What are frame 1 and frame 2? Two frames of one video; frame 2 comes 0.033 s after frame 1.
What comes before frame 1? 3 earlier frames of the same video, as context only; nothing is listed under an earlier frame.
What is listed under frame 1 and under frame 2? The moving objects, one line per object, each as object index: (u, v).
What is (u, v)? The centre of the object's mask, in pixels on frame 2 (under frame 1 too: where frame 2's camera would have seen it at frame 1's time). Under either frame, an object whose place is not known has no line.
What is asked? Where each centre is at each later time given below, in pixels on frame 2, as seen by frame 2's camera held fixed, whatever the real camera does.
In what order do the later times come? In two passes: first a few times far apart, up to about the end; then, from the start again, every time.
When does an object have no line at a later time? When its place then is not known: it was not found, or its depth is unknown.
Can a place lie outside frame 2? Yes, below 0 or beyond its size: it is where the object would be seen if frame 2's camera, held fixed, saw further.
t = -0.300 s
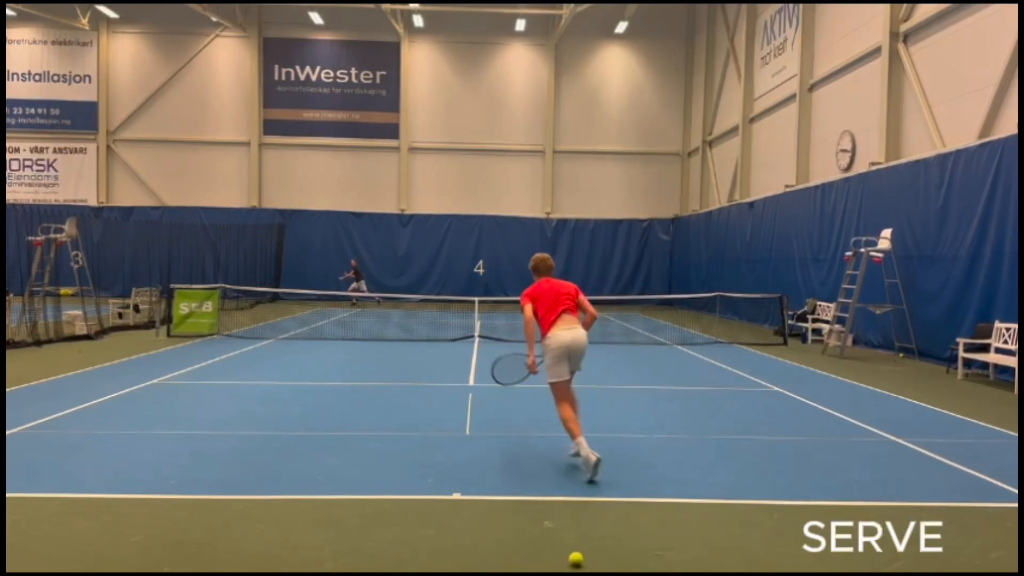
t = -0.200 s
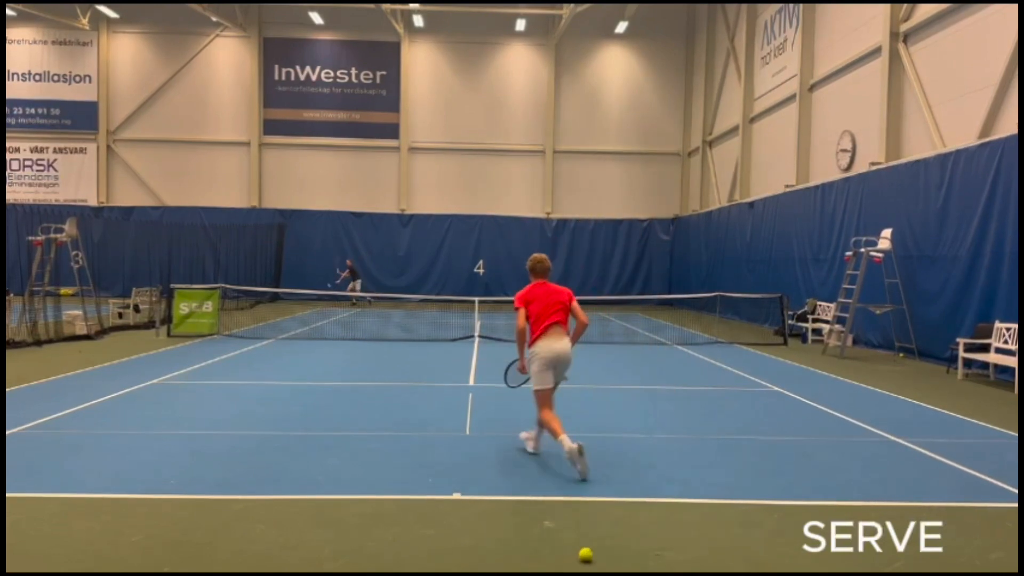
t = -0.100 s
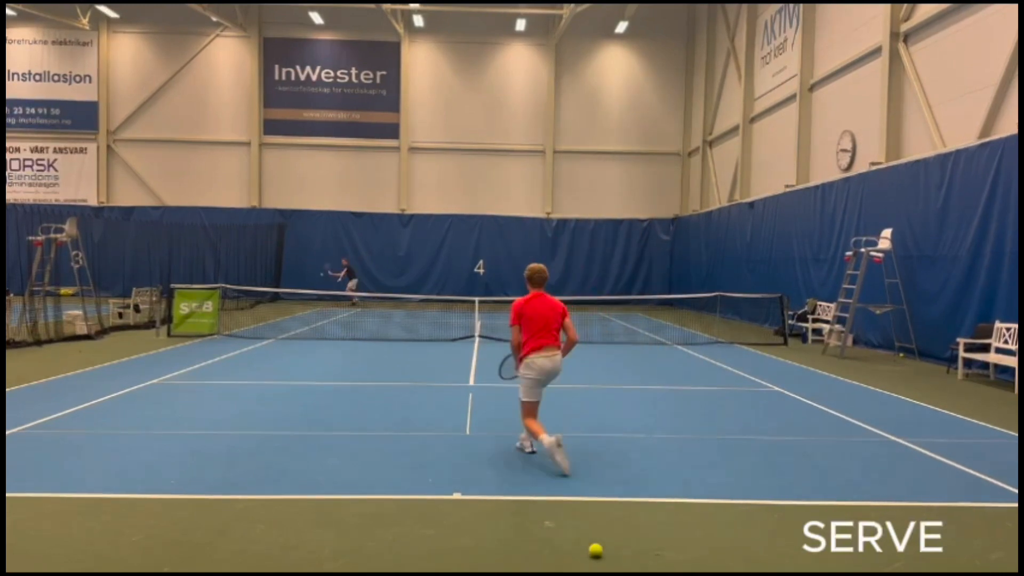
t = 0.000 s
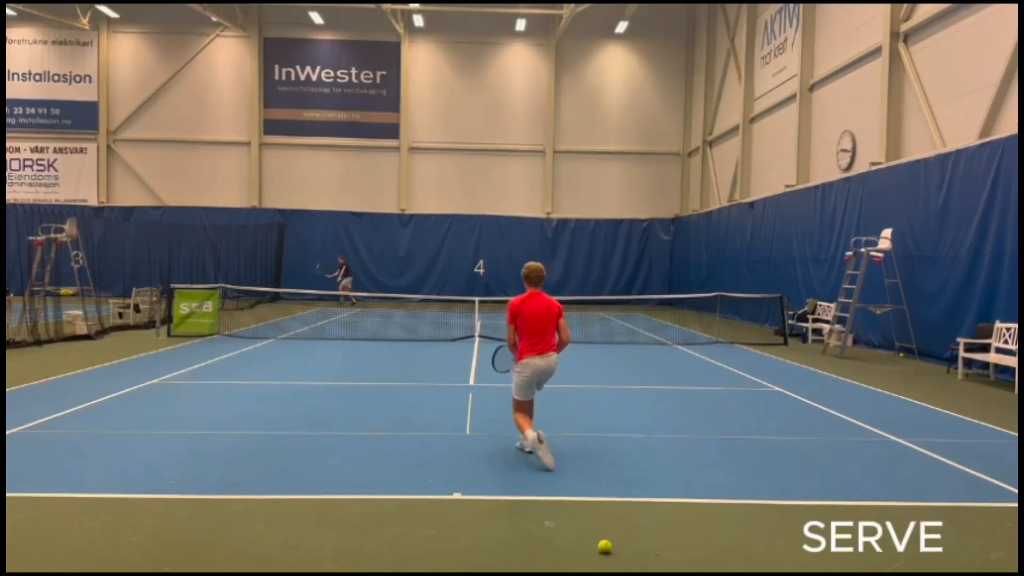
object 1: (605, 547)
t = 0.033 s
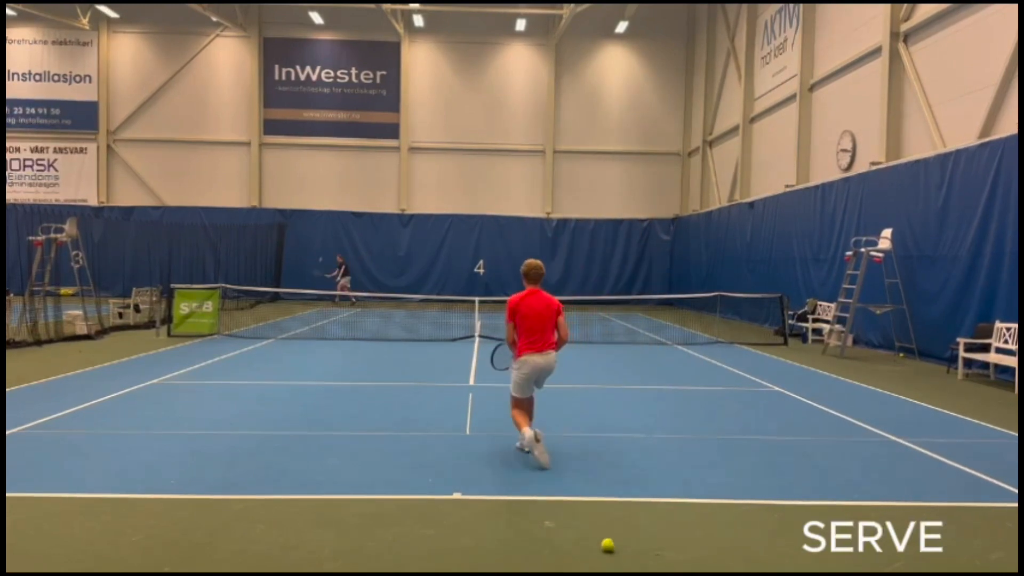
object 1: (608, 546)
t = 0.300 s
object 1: (630, 536)
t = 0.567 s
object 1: (649, 528)
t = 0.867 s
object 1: (667, 520)
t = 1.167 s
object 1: (682, 513)
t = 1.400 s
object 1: (692, 509)
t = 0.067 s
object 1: (610, 545)
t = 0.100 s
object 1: (613, 544)
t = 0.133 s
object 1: (616, 542)
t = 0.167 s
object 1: (619, 541)
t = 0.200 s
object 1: (622, 540)
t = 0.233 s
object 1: (624, 539)
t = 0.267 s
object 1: (627, 538)
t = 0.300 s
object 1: (630, 536)
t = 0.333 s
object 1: (632, 535)
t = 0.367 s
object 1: (635, 534)
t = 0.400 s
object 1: (637, 533)
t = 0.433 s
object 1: (640, 532)
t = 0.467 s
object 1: (642, 531)
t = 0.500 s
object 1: (644, 530)
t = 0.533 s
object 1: (646, 529)
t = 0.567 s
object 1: (649, 528)
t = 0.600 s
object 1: (651, 527)
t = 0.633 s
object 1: (653, 526)
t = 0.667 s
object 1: (655, 526)
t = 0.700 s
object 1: (657, 524)
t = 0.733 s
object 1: (659, 524)
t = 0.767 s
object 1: (661, 523)
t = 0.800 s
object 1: (663, 522)
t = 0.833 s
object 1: (665, 521)
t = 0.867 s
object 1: (667, 520)
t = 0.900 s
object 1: (669, 519)
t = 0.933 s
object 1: (671, 519)
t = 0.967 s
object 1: (672, 518)
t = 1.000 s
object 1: (674, 517)
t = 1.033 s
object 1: (676, 517)
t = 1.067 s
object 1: (677, 516)
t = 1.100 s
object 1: (679, 515)
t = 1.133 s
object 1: (681, 514)
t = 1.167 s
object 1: (682, 513)
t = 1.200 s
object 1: (684, 513)
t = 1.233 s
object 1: (685, 512)
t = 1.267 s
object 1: (686, 511)
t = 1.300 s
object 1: (688, 511)
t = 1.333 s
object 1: (689, 510)
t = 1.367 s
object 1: (691, 509)
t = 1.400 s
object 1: (692, 509)
